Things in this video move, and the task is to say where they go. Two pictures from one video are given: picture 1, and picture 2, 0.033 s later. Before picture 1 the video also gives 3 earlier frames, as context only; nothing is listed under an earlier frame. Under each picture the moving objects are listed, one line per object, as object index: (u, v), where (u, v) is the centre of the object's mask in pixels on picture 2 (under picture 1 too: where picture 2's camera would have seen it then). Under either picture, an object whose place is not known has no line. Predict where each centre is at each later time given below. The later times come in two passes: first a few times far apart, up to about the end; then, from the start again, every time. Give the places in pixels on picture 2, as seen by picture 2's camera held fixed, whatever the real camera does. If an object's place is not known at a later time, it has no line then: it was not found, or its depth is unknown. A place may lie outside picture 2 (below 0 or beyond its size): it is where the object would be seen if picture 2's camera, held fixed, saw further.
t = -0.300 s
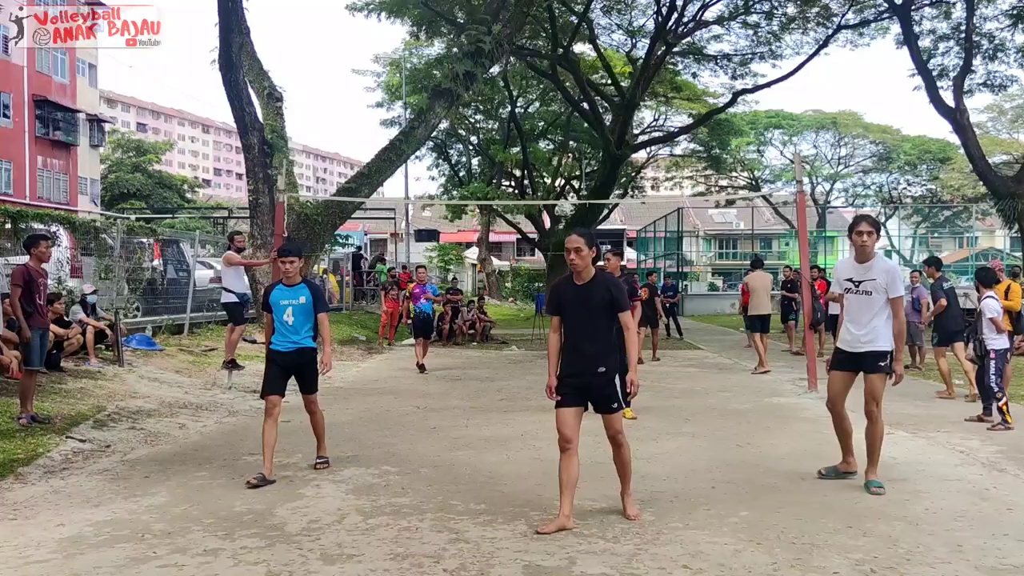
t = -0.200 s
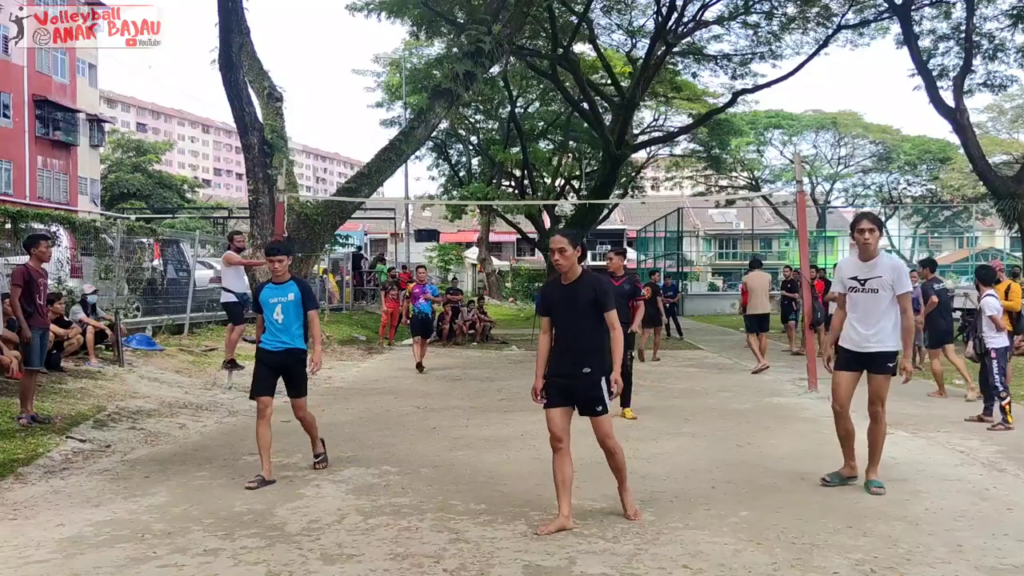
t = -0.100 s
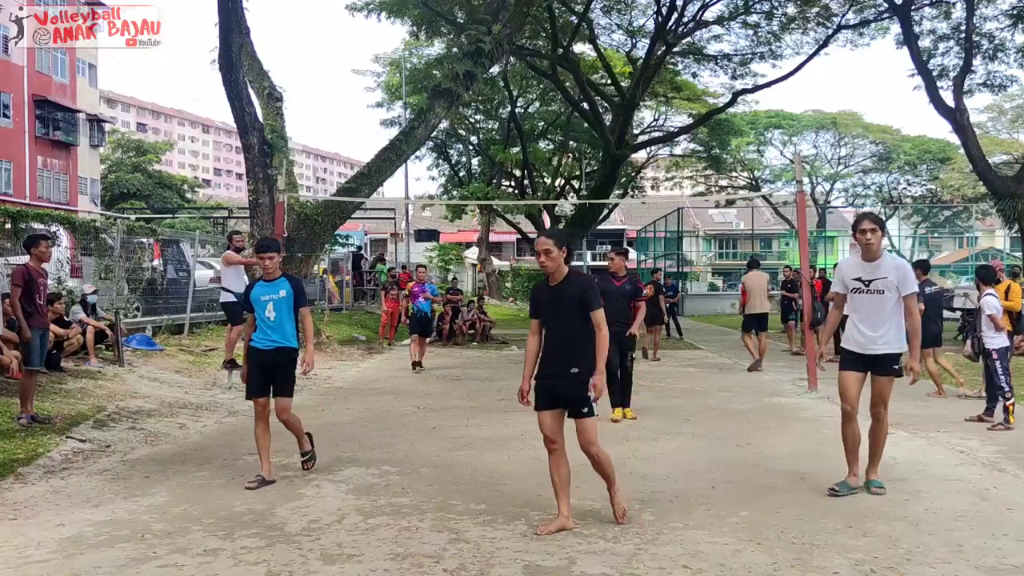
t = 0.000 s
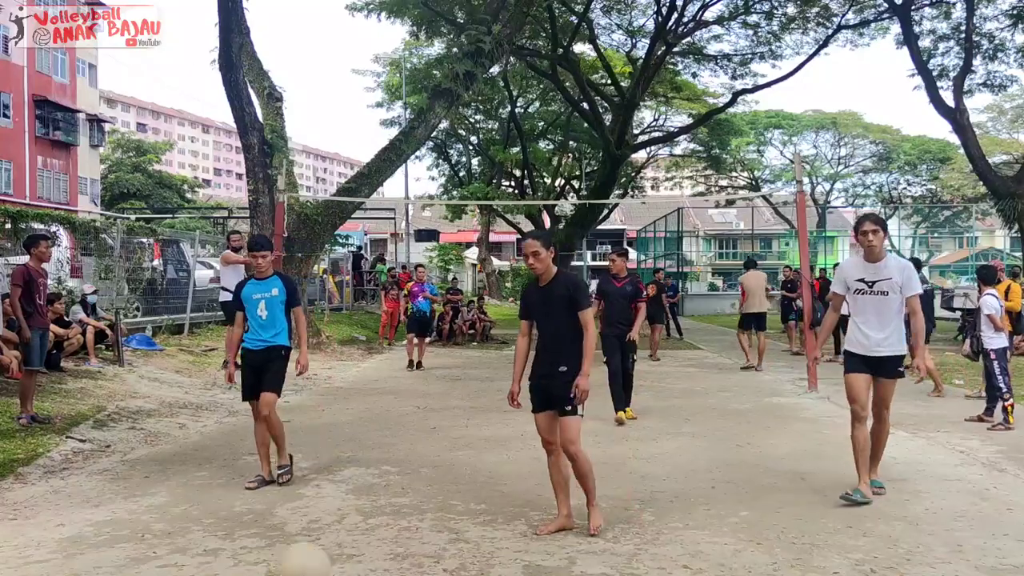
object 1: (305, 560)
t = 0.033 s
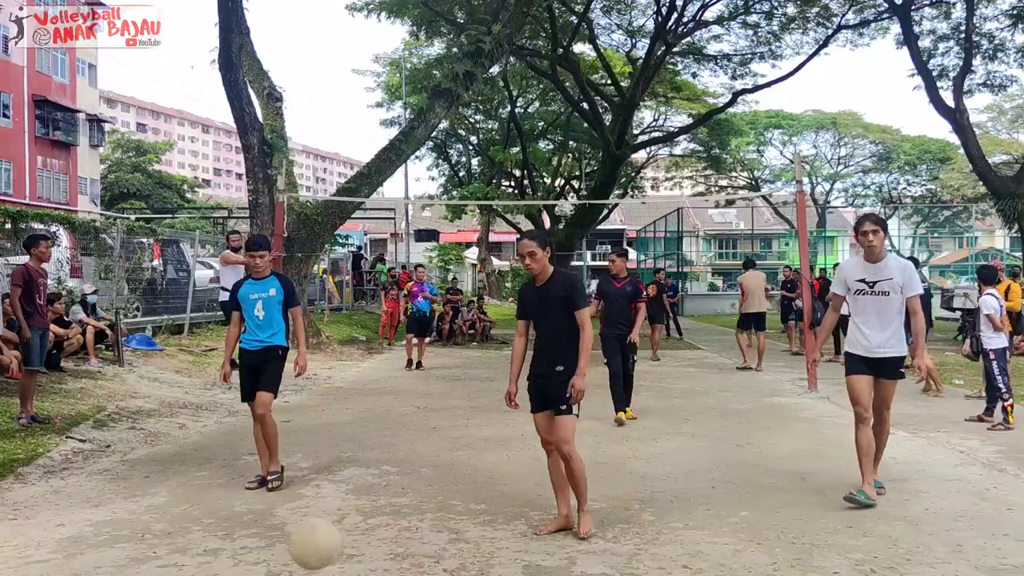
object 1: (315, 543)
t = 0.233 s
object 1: (374, 470)
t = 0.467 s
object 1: (419, 499)
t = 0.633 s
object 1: (440, 443)
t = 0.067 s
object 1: (325, 523)
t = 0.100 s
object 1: (336, 506)
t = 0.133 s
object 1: (347, 494)
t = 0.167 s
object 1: (356, 483)
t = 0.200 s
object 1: (365, 475)
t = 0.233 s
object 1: (374, 470)
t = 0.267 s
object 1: (381, 469)
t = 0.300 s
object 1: (389, 470)
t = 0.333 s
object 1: (395, 471)
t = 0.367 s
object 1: (402, 475)
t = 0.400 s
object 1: (408, 481)
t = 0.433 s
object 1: (413, 489)
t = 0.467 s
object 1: (419, 499)
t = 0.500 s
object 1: (425, 502)
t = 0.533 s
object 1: (429, 483)
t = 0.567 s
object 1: (433, 467)
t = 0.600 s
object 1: (437, 454)
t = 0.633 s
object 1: (440, 443)
